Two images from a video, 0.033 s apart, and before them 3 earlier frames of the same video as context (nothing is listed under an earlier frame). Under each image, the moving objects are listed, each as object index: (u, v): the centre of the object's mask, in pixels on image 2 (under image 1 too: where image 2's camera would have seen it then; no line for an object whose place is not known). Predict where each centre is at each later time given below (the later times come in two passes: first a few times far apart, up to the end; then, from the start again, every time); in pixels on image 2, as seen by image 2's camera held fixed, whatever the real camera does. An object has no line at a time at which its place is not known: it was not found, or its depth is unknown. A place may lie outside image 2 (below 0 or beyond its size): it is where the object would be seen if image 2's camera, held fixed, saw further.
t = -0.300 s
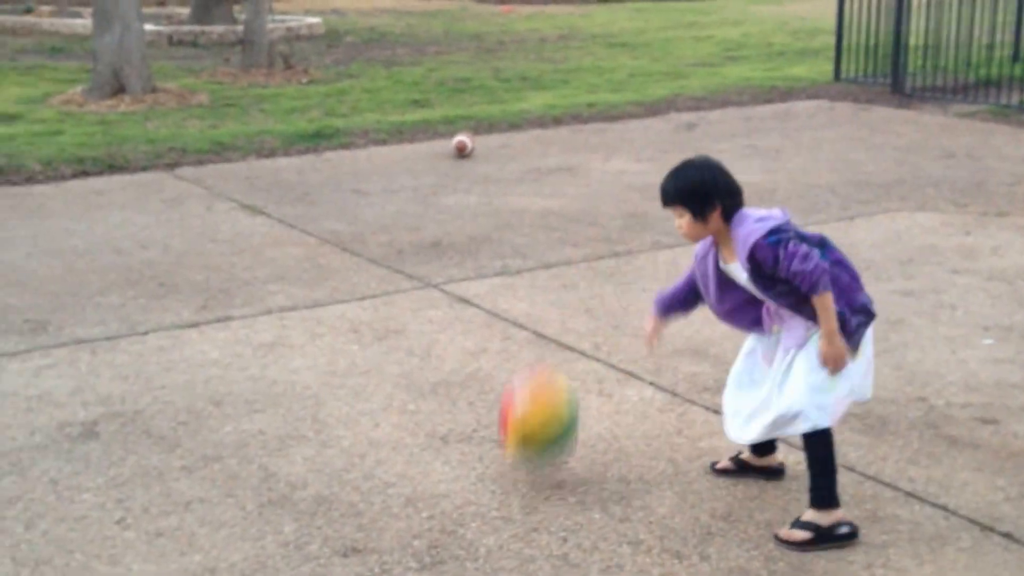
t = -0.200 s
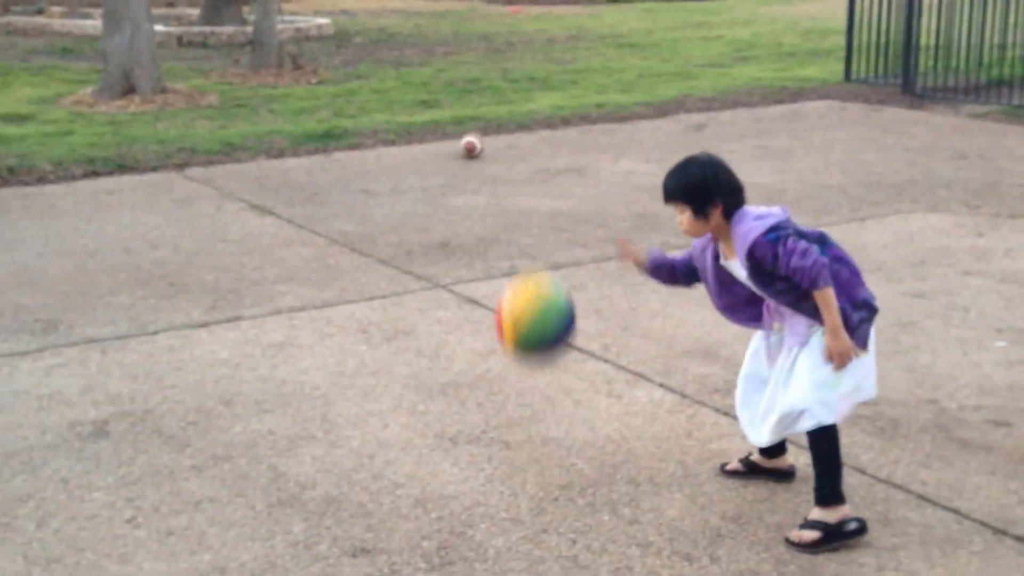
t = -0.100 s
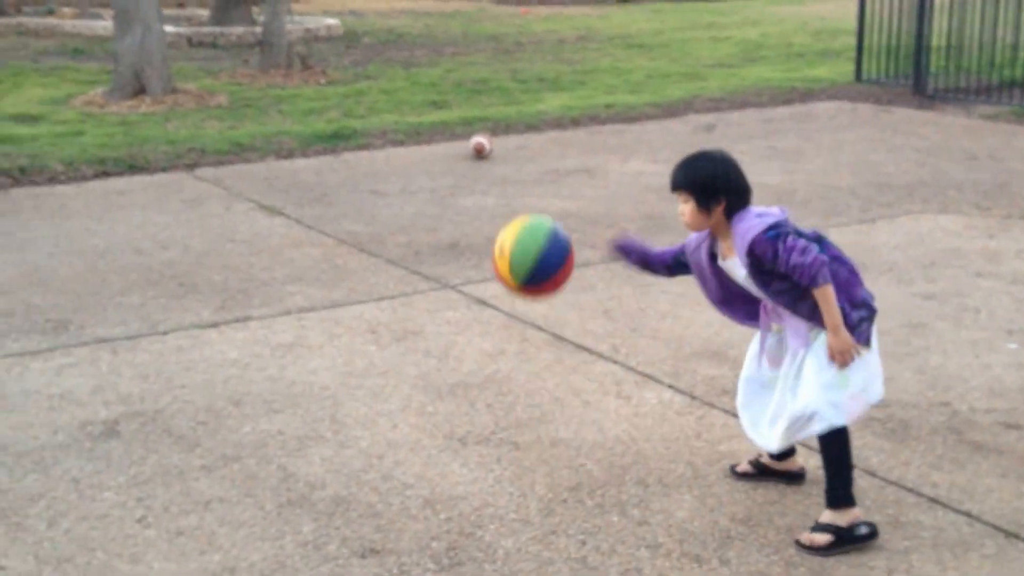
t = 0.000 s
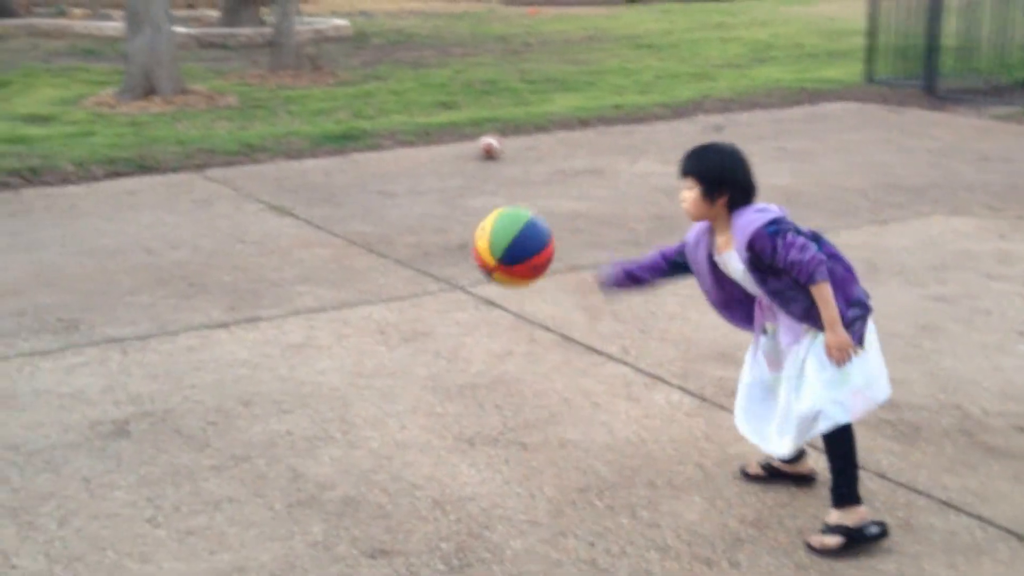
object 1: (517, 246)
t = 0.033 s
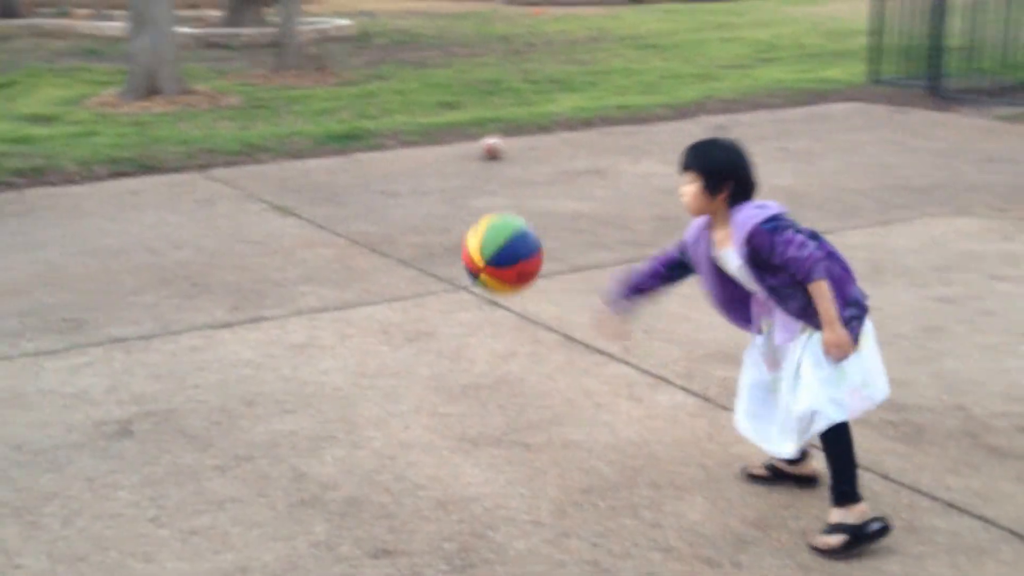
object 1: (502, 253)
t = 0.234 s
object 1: (423, 366)
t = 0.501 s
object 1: (363, 308)
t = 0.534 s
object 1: (357, 303)
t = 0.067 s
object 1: (489, 263)
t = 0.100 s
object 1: (475, 276)
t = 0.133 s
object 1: (462, 294)
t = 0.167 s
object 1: (449, 315)
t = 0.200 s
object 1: (435, 338)
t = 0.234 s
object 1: (423, 366)
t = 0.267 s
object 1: (410, 394)
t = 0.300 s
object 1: (399, 418)
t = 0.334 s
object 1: (394, 391)
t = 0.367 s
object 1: (388, 366)
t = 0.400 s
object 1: (381, 345)
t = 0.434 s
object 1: (375, 330)
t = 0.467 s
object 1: (369, 318)
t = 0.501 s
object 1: (363, 308)
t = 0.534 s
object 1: (357, 303)
